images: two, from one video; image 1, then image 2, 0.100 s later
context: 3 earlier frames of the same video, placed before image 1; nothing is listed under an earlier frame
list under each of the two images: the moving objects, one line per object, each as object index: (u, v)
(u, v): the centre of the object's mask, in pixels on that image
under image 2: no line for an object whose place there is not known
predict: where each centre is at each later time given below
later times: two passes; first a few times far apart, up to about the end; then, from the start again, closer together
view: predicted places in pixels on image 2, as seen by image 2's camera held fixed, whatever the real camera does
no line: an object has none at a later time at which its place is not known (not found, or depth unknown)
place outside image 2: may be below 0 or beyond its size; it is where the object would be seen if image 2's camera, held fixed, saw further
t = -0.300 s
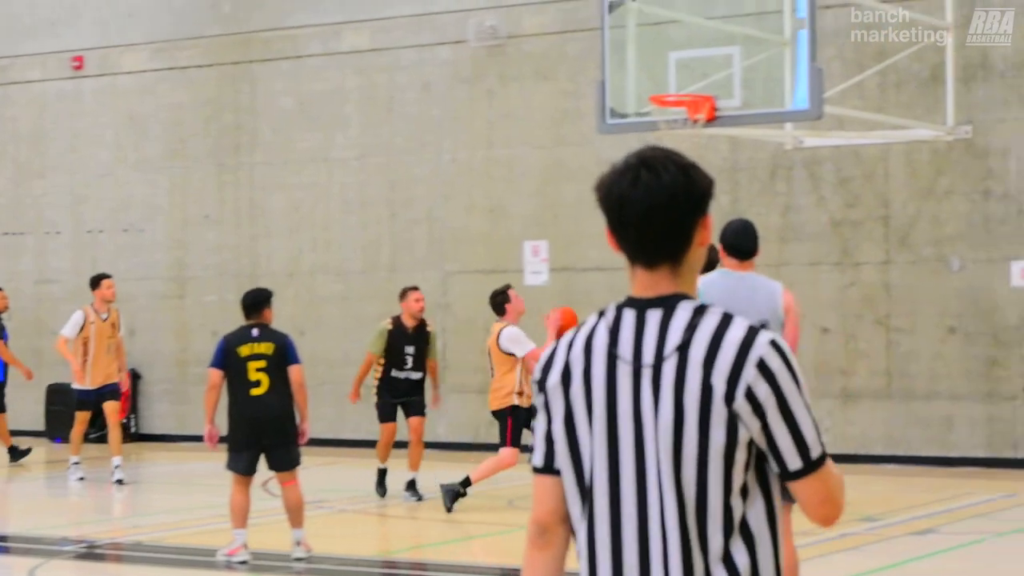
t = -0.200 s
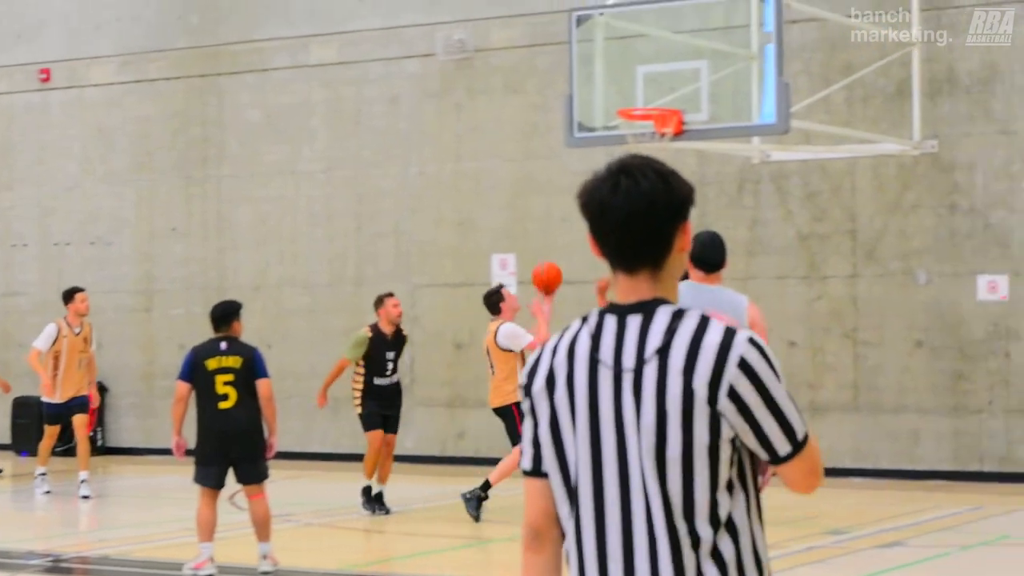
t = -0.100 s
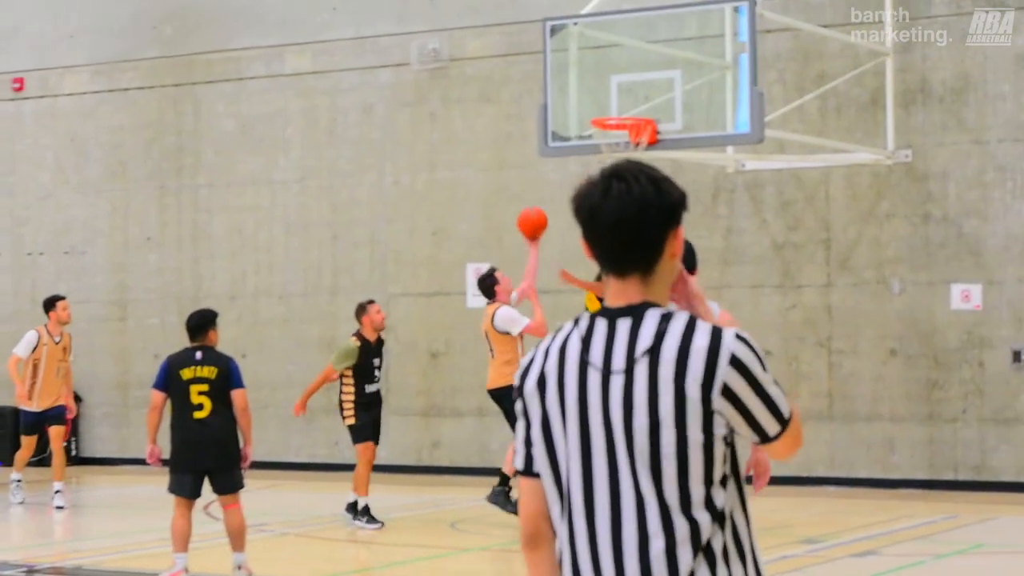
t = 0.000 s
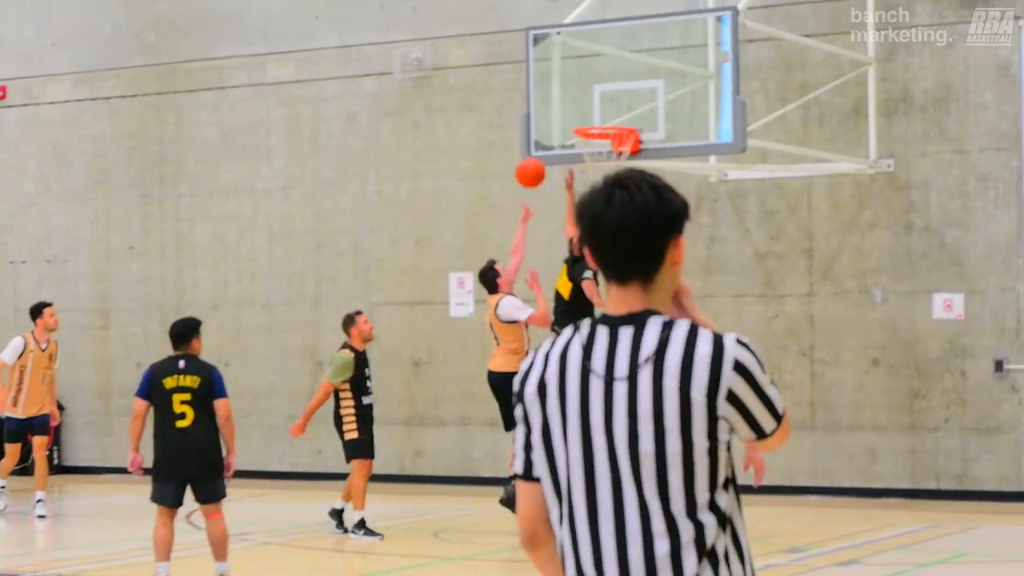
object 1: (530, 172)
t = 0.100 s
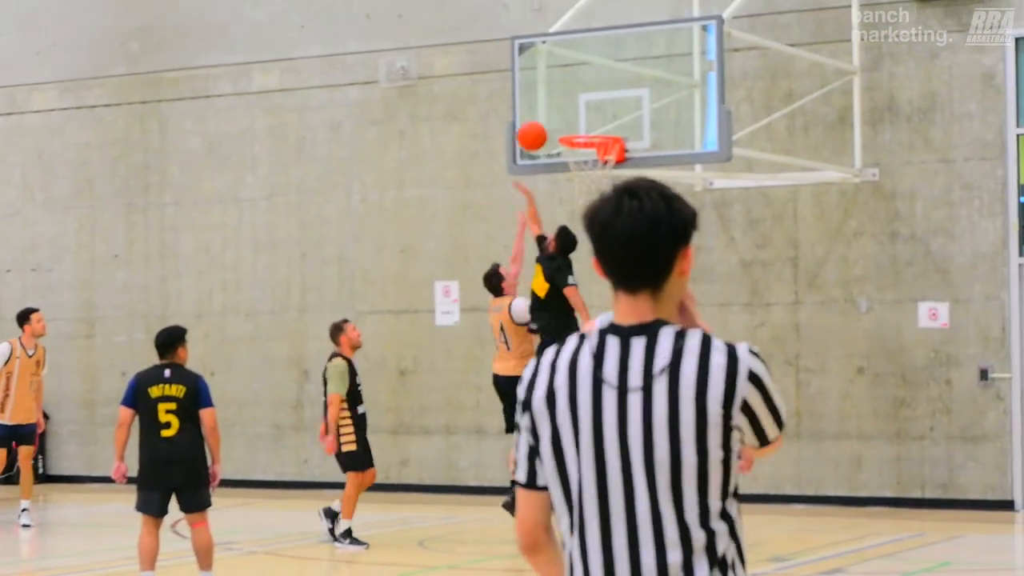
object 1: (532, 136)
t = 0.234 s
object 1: (554, 94)
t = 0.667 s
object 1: (587, 123)
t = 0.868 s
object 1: (605, 158)
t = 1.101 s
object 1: (601, 184)
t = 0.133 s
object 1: (537, 124)
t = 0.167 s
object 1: (543, 112)
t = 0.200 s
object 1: (549, 102)
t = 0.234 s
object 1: (554, 94)
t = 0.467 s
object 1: (575, 80)
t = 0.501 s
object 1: (577, 83)
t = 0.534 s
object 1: (579, 88)
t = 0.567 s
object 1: (581, 95)
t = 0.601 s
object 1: (583, 103)
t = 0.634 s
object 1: (585, 112)
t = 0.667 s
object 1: (587, 123)
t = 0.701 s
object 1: (590, 130)
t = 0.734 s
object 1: (592, 130)
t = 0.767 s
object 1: (595, 131)
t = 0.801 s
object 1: (594, 142)
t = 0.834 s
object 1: (602, 157)
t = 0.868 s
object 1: (605, 158)
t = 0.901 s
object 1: (606, 162)
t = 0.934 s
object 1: (607, 164)
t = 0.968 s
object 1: (608, 165)
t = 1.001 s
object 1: (605, 172)
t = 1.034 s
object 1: (604, 174)
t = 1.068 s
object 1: (603, 179)
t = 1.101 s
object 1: (601, 184)
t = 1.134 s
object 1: (600, 191)
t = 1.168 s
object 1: (598, 199)
